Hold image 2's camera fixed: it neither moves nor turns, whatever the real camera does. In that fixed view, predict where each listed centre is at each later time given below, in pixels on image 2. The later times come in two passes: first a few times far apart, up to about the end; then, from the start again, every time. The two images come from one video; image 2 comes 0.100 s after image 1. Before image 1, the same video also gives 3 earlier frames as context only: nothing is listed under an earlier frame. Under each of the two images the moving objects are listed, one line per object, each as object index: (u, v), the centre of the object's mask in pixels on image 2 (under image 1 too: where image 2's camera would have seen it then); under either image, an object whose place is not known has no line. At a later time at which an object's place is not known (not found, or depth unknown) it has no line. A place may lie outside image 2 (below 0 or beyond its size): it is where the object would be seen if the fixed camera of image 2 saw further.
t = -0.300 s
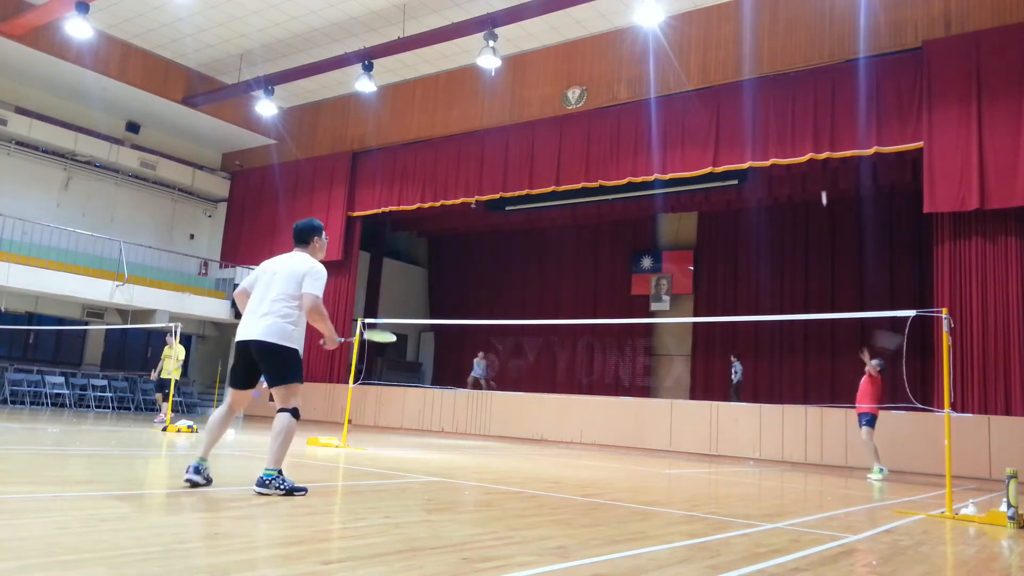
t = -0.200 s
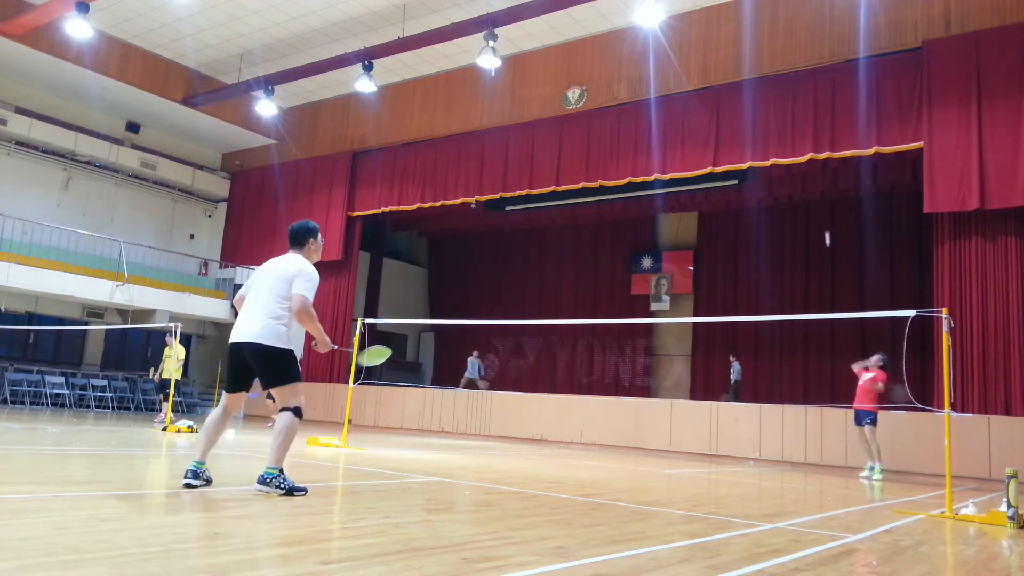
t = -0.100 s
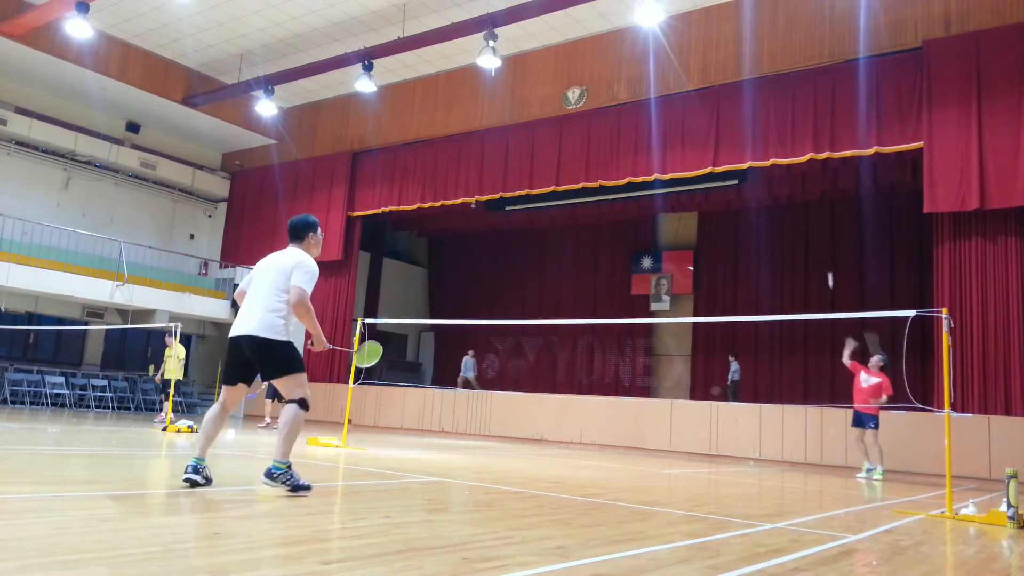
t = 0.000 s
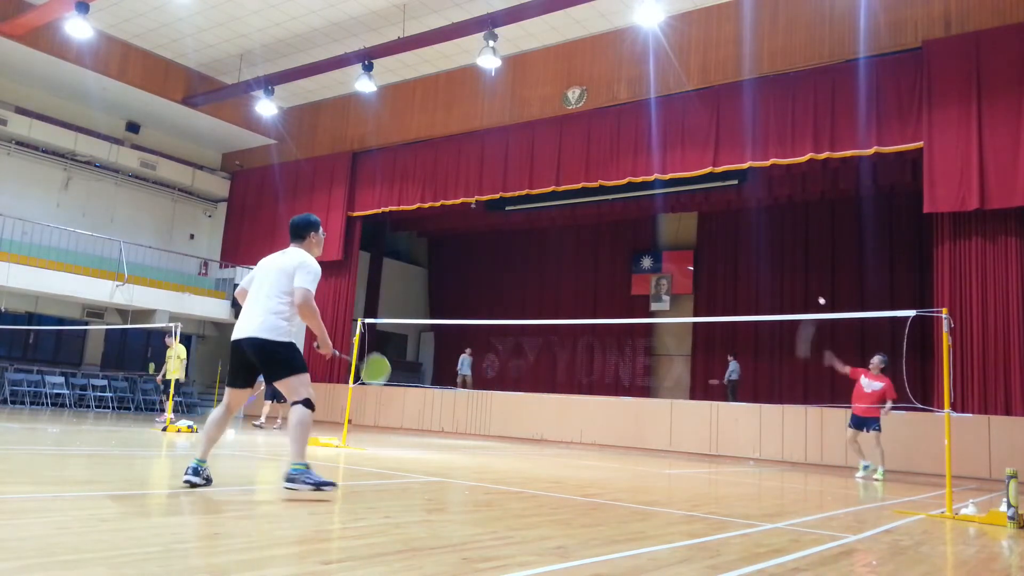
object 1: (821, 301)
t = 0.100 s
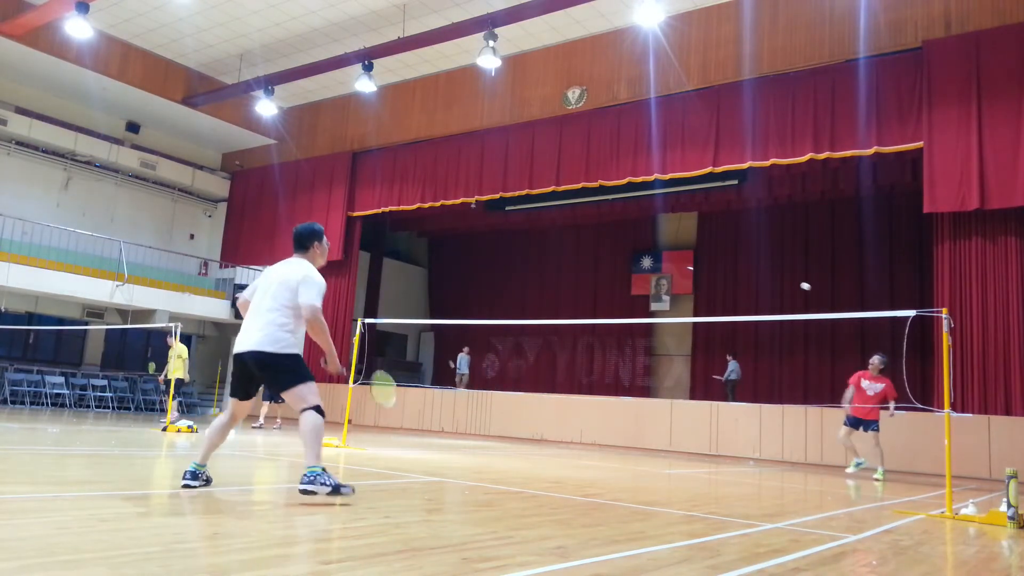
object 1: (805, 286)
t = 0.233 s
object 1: (782, 283)
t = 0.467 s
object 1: (741, 313)
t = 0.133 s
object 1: (799, 284)
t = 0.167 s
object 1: (793, 282)
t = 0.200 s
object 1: (787, 282)
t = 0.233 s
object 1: (782, 283)
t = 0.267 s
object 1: (776, 284)
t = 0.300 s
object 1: (771, 286)
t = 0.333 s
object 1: (765, 290)
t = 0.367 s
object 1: (758, 294)
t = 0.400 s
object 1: (752, 300)
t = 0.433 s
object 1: (746, 307)
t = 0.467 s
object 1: (741, 313)
